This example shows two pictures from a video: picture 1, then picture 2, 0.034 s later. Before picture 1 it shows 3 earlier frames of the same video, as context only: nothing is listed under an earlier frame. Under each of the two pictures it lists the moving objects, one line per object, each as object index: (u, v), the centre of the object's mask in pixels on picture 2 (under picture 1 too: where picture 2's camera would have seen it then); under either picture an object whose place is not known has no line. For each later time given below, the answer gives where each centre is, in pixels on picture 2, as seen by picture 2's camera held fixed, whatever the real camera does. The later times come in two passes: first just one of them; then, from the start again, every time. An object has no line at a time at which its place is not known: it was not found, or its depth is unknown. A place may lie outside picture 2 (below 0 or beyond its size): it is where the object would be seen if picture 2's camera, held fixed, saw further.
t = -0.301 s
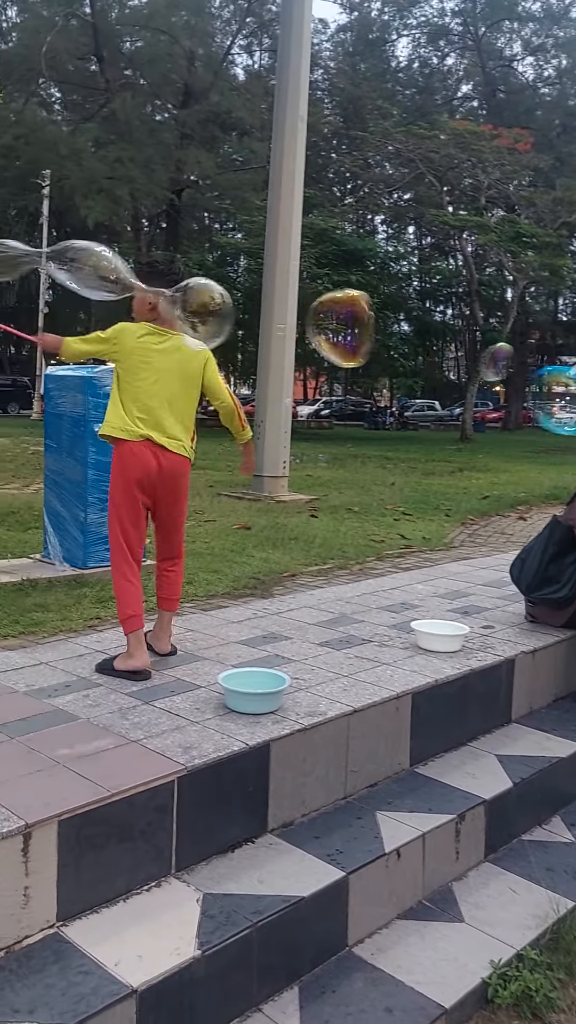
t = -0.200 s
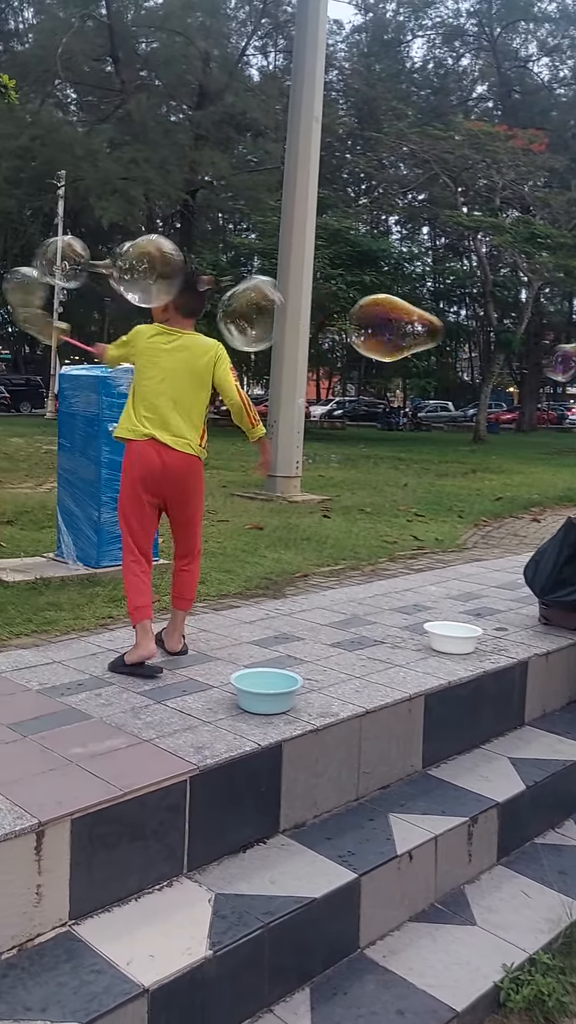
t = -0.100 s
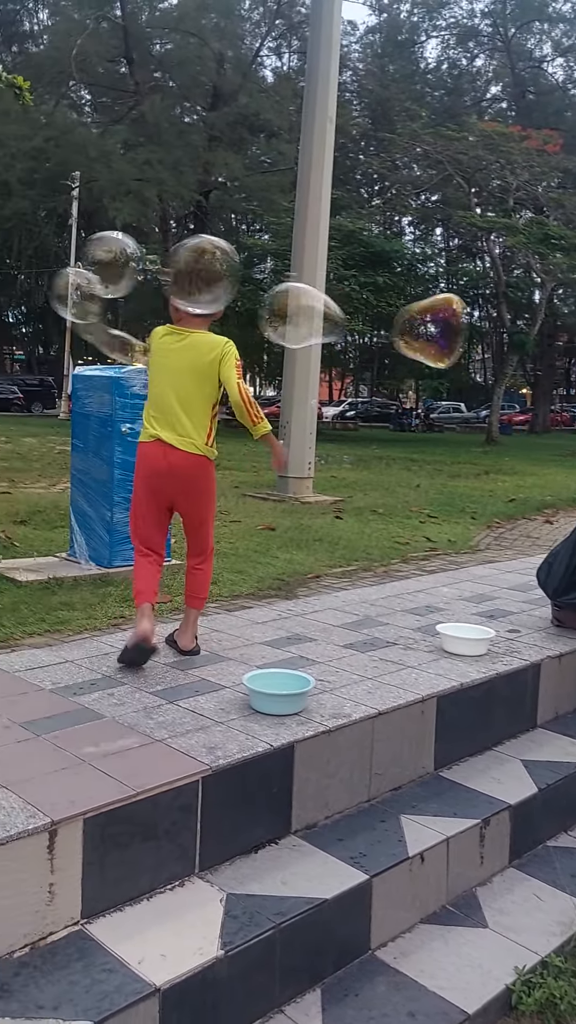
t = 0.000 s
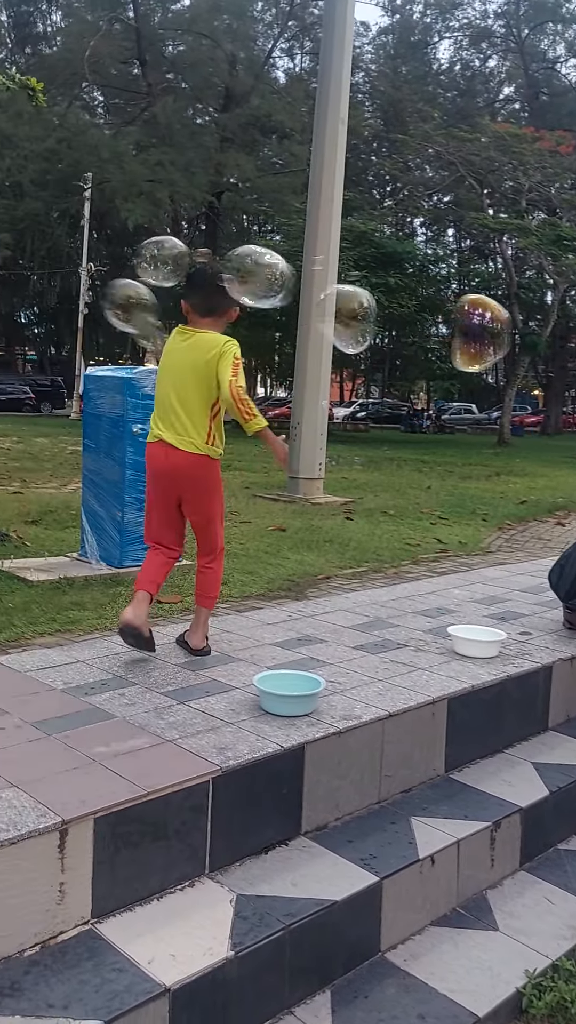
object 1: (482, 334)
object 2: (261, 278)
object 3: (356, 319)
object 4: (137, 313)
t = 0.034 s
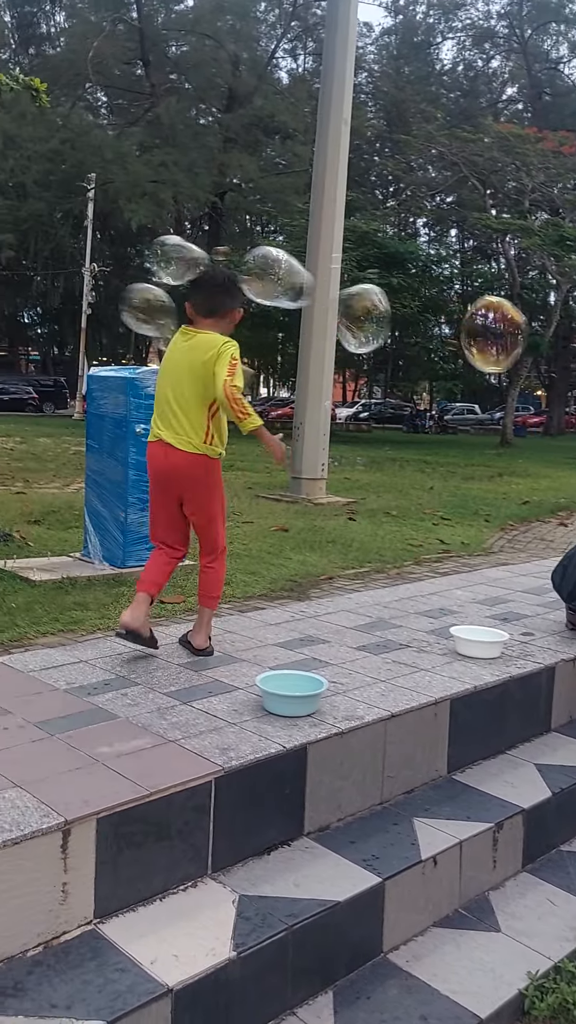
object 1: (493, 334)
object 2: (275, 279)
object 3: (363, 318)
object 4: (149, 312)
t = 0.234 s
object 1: (543, 338)
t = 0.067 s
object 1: (503, 335)
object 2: (289, 280)
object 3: (375, 318)
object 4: (160, 312)
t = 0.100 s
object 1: (515, 335)
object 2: (303, 280)
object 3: (388, 319)
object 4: (171, 313)
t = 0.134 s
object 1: (526, 336)
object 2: (321, 281)
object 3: (400, 320)
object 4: (181, 314)
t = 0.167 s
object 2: (338, 283)
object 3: (410, 320)
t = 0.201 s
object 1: (537, 337)
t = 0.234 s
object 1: (543, 338)
